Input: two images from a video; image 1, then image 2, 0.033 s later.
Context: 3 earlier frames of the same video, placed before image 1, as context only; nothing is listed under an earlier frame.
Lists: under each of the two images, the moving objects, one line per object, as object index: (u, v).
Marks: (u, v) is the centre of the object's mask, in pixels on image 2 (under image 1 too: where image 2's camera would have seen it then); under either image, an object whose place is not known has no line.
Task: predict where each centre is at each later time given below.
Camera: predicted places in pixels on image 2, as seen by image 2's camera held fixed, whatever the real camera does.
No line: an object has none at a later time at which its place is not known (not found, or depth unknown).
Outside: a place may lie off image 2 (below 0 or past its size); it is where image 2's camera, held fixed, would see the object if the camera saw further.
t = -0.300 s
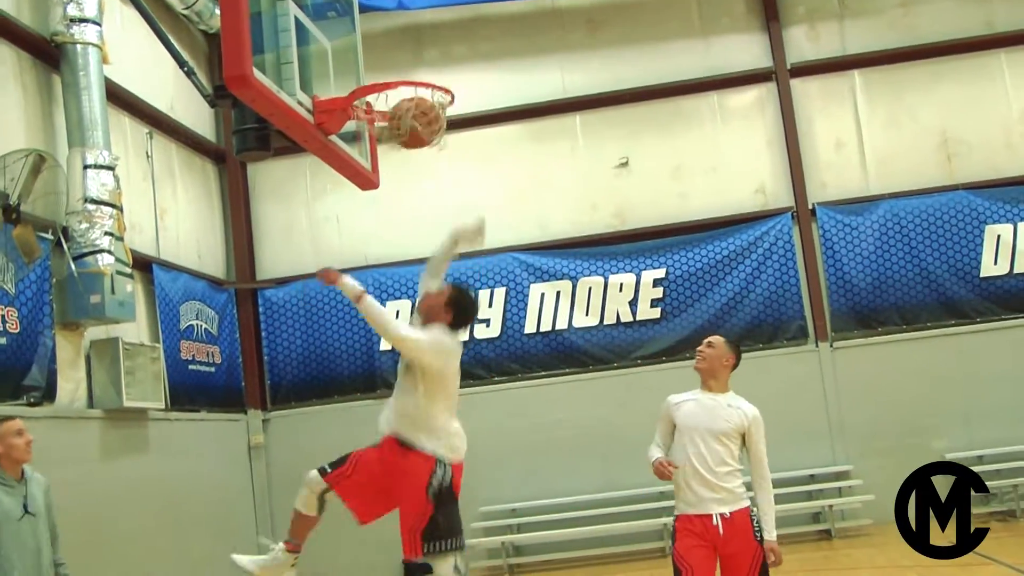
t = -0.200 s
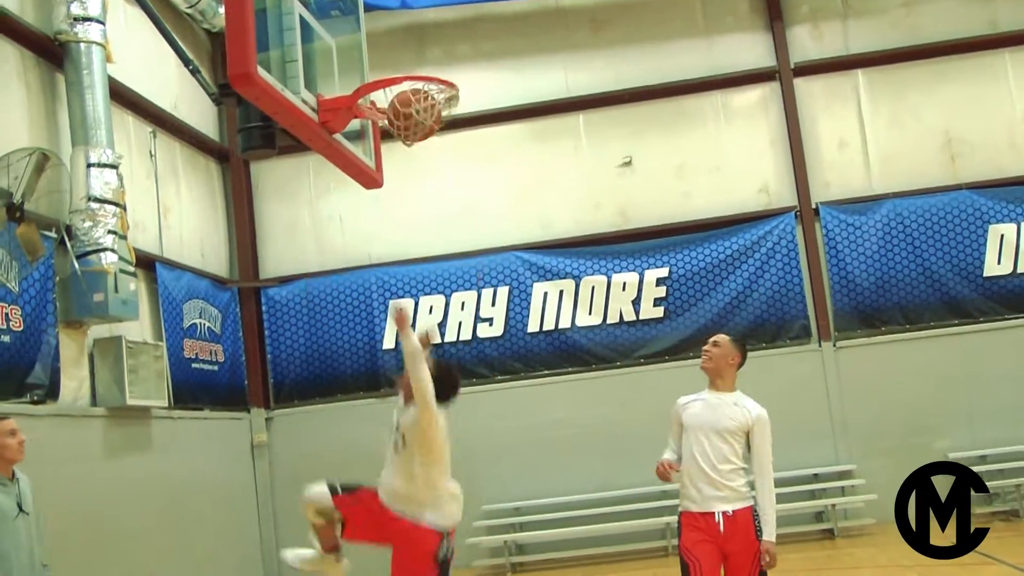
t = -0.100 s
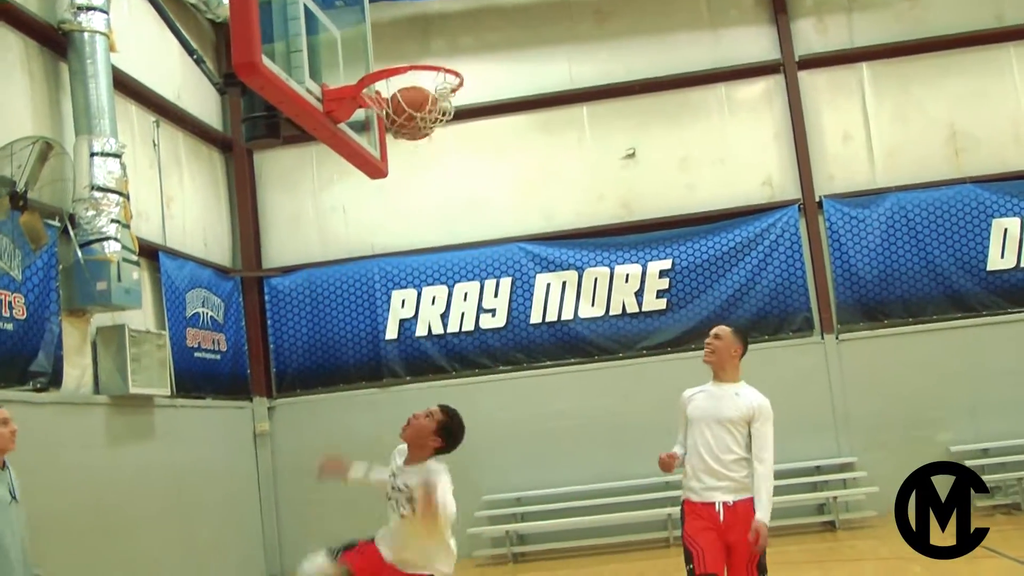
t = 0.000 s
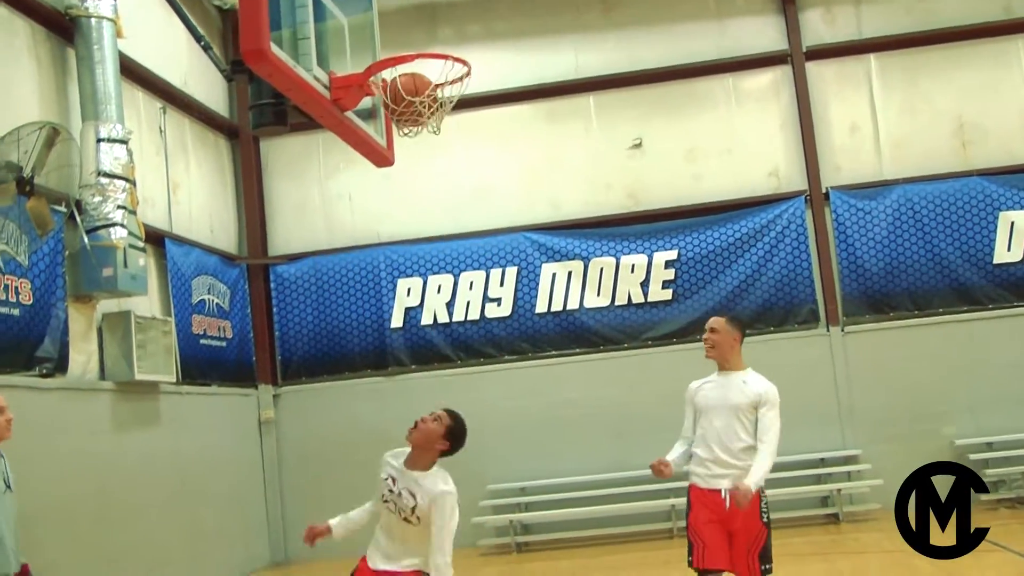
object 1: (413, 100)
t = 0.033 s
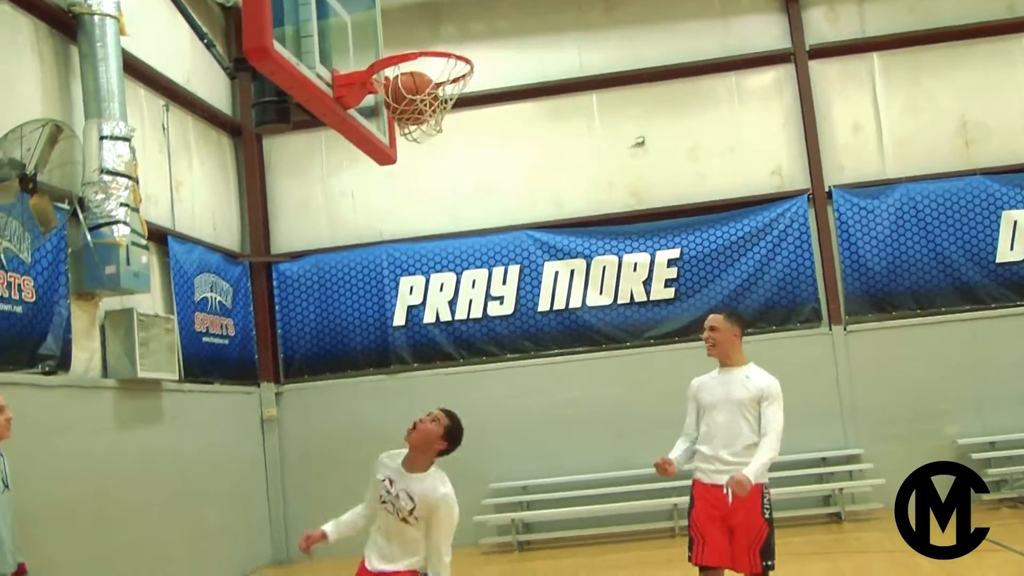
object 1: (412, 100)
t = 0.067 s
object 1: (408, 100)
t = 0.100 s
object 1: (410, 105)
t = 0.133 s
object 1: (409, 111)
